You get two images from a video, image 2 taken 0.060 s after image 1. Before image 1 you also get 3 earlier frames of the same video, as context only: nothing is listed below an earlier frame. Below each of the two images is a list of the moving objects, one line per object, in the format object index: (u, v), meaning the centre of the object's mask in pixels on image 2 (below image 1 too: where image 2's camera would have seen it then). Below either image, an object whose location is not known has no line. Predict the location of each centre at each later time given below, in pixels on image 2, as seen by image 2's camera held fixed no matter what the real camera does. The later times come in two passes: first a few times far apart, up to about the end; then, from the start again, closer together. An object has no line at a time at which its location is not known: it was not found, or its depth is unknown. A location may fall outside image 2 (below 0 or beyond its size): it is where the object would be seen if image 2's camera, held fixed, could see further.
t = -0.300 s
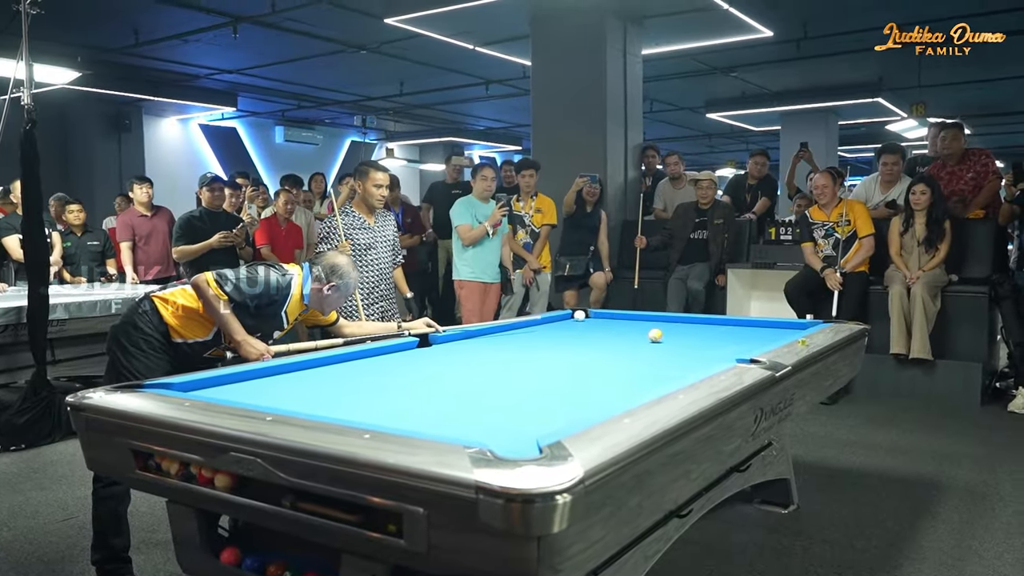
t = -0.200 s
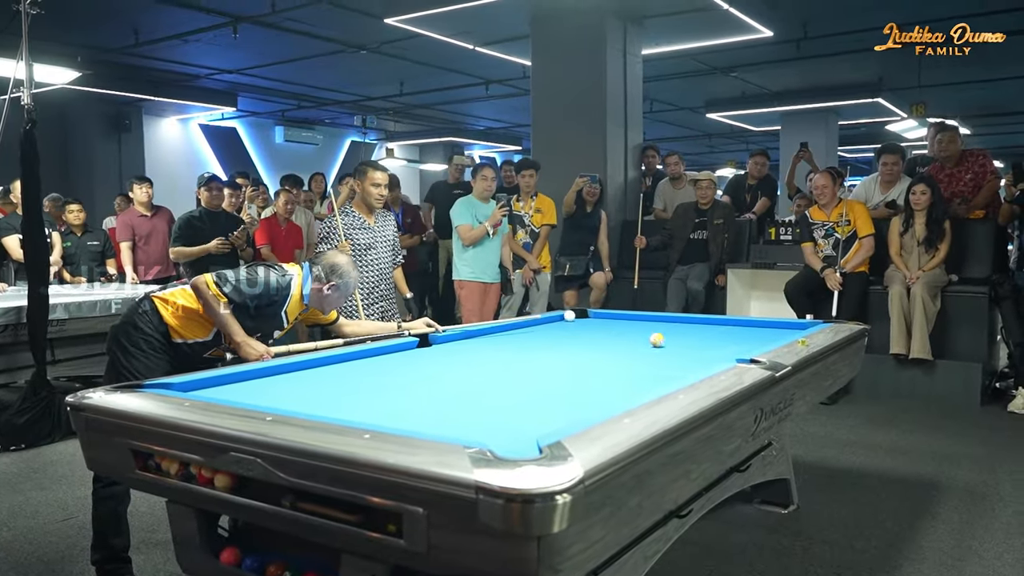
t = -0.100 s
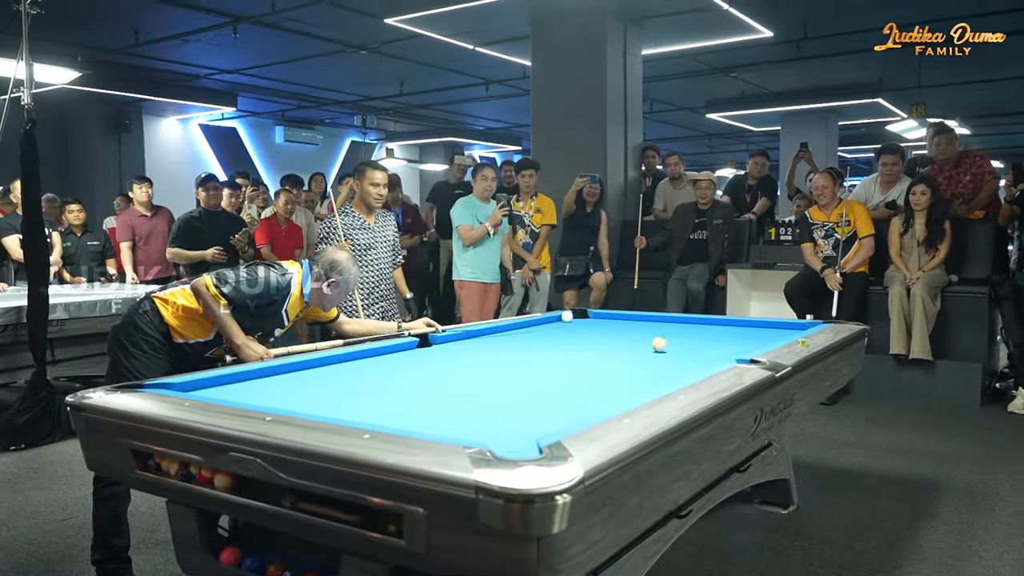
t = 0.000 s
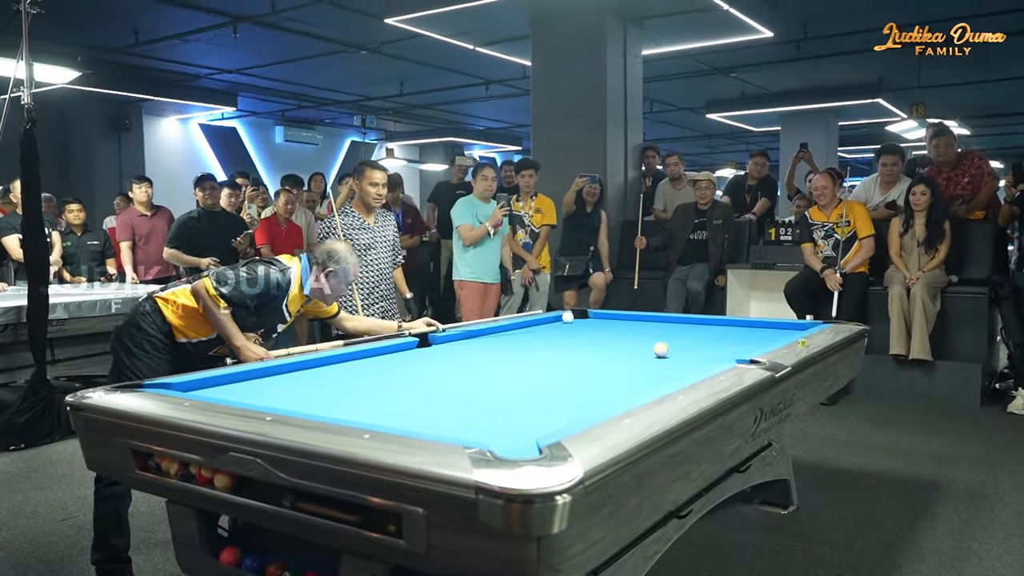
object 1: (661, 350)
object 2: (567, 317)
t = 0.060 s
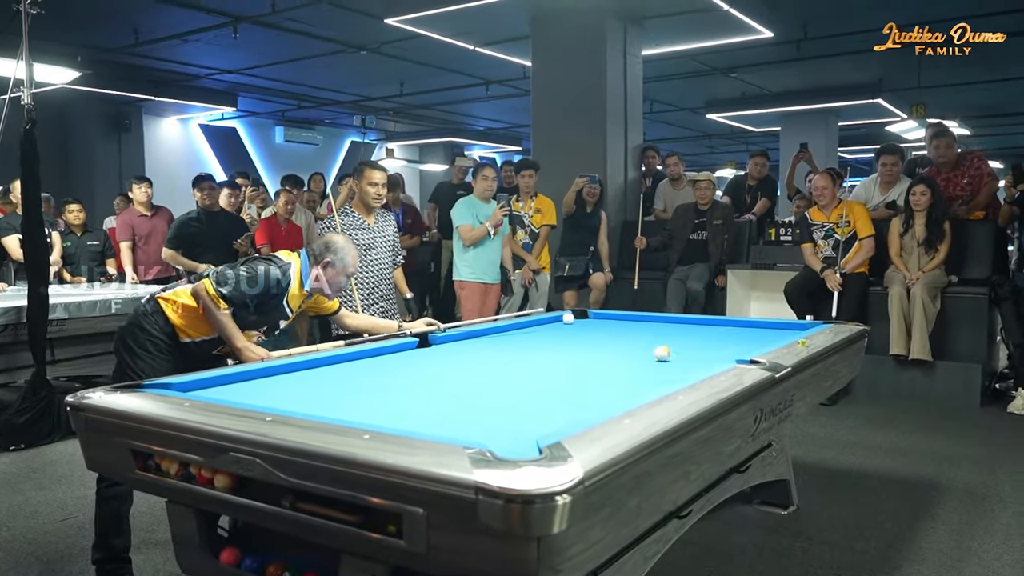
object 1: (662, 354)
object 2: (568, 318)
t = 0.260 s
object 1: (666, 365)
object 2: (569, 320)
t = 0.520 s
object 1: (673, 379)
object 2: (571, 322)
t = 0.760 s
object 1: (617, 394)
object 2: (573, 323)
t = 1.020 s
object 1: (551, 406)
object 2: (575, 325)
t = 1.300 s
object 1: (472, 421)
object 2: (577, 328)
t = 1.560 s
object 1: (407, 423)
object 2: (578, 330)
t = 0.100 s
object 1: (663, 355)
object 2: (568, 318)
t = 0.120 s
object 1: (663, 357)
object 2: (568, 318)
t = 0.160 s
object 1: (664, 359)
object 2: (569, 319)
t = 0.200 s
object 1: (665, 361)
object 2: (569, 319)
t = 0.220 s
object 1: (665, 362)
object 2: (569, 319)
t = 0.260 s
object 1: (666, 365)
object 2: (569, 320)
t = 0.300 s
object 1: (667, 368)
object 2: (569, 320)
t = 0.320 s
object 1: (668, 369)
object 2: (570, 320)
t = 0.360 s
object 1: (669, 372)
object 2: (570, 320)
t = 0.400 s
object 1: (669, 374)
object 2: (570, 320)
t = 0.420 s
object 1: (670, 375)
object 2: (570, 321)
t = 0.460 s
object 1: (671, 376)
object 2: (571, 321)
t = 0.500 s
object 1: (672, 378)
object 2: (571, 321)
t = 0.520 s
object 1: (673, 379)
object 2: (571, 322)
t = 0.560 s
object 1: (663, 381)
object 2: (571, 322)
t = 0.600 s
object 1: (654, 384)
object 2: (572, 322)
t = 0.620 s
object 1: (650, 385)
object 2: (572, 322)
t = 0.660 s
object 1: (641, 387)
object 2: (572, 323)
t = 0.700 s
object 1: (631, 391)
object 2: (573, 323)
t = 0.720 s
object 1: (626, 391)
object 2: (573, 323)
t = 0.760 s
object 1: (617, 394)
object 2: (573, 323)
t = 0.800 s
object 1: (608, 396)
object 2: (573, 324)
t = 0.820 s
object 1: (603, 397)
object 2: (573, 324)
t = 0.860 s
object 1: (593, 399)
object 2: (574, 324)
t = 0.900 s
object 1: (583, 400)
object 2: (574, 324)
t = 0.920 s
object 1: (578, 402)
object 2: (574, 325)
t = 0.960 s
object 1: (567, 404)
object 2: (575, 325)
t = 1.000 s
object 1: (557, 405)
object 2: (575, 325)
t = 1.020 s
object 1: (551, 406)
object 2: (575, 325)
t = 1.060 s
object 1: (541, 409)
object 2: (575, 325)
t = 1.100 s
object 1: (530, 411)
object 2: (575, 326)
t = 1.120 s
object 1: (524, 412)
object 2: (575, 326)
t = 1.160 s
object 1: (513, 414)
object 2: (576, 326)
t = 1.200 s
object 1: (501, 416)
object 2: (576, 327)
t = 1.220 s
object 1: (495, 417)
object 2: (576, 327)
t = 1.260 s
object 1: (484, 419)
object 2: (577, 328)
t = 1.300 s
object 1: (472, 421)
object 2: (577, 328)
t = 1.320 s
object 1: (465, 422)
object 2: (577, 328)
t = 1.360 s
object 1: (454, 424)
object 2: (577, 328)
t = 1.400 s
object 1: (440, 425)
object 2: (577, 328)
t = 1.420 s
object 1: (435, 425)
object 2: (577, 328)
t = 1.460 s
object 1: (421, 425)
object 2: (578, 329)
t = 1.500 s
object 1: (410, 425)
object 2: (578, 329)
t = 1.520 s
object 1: (408, 425)
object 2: (578, 329)
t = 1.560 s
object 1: (407, 423)
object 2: (578, 330)
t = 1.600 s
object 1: (407, 423)
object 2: (578, 330)
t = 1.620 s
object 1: (406, 422)
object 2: (579, 330)
